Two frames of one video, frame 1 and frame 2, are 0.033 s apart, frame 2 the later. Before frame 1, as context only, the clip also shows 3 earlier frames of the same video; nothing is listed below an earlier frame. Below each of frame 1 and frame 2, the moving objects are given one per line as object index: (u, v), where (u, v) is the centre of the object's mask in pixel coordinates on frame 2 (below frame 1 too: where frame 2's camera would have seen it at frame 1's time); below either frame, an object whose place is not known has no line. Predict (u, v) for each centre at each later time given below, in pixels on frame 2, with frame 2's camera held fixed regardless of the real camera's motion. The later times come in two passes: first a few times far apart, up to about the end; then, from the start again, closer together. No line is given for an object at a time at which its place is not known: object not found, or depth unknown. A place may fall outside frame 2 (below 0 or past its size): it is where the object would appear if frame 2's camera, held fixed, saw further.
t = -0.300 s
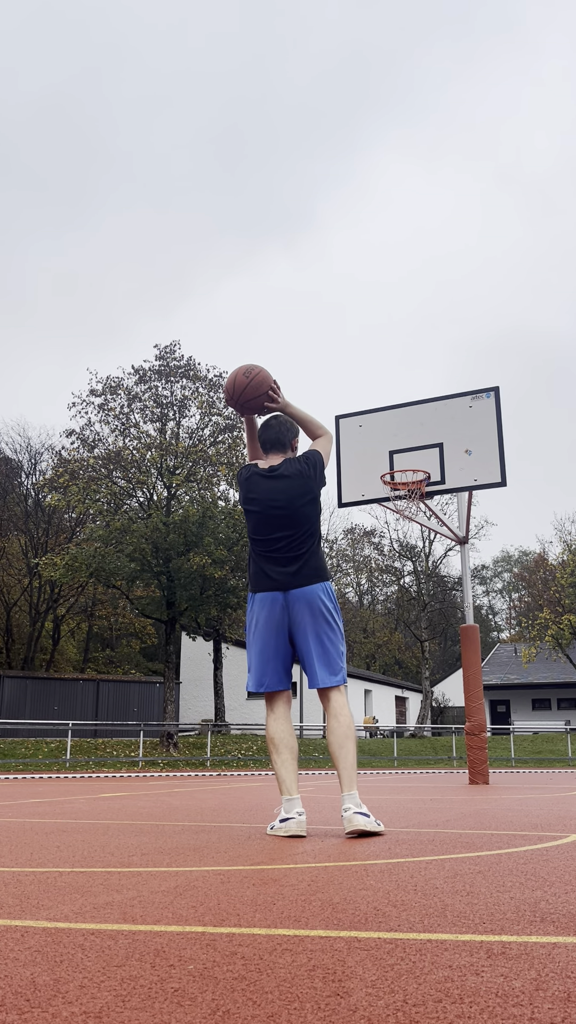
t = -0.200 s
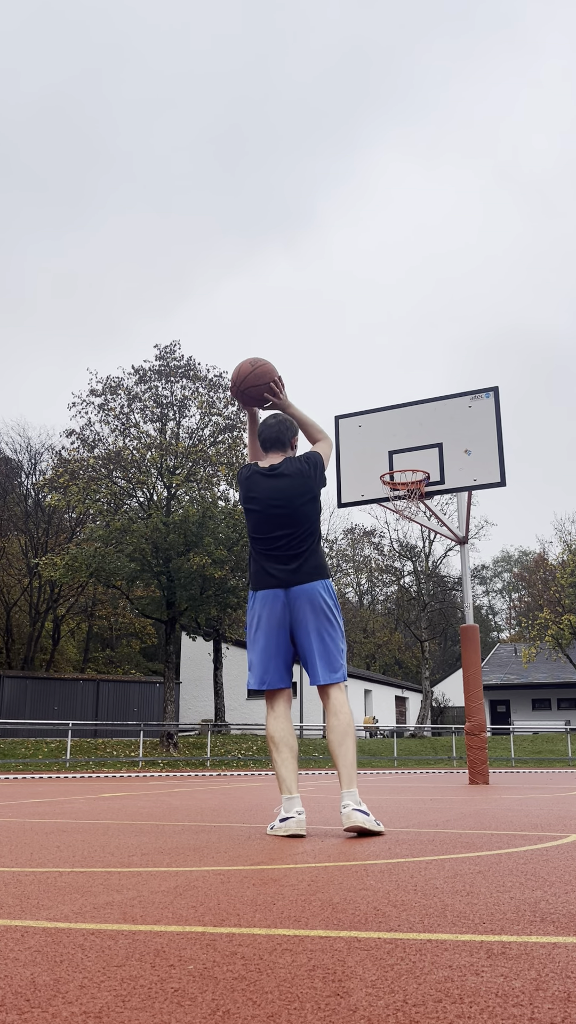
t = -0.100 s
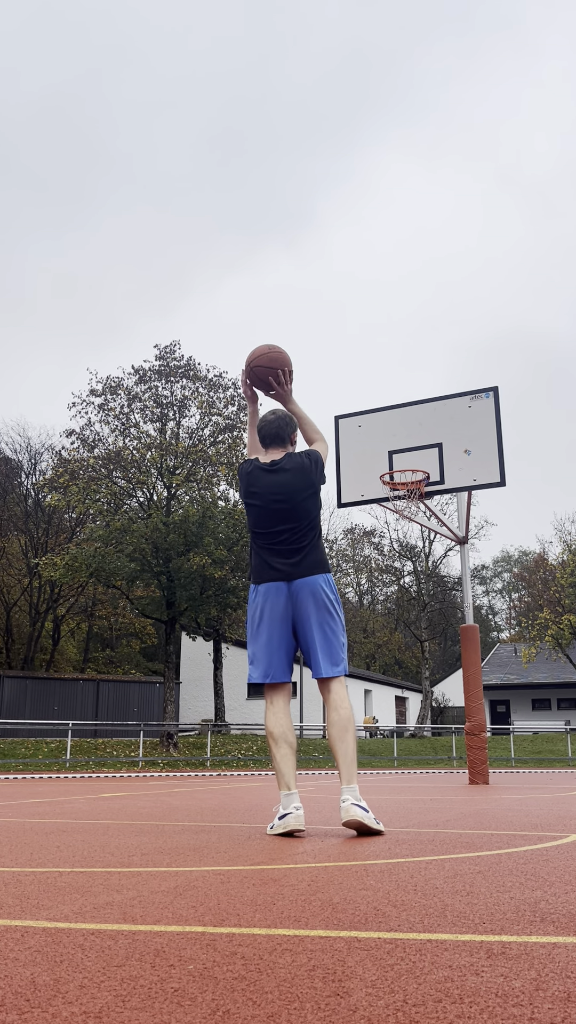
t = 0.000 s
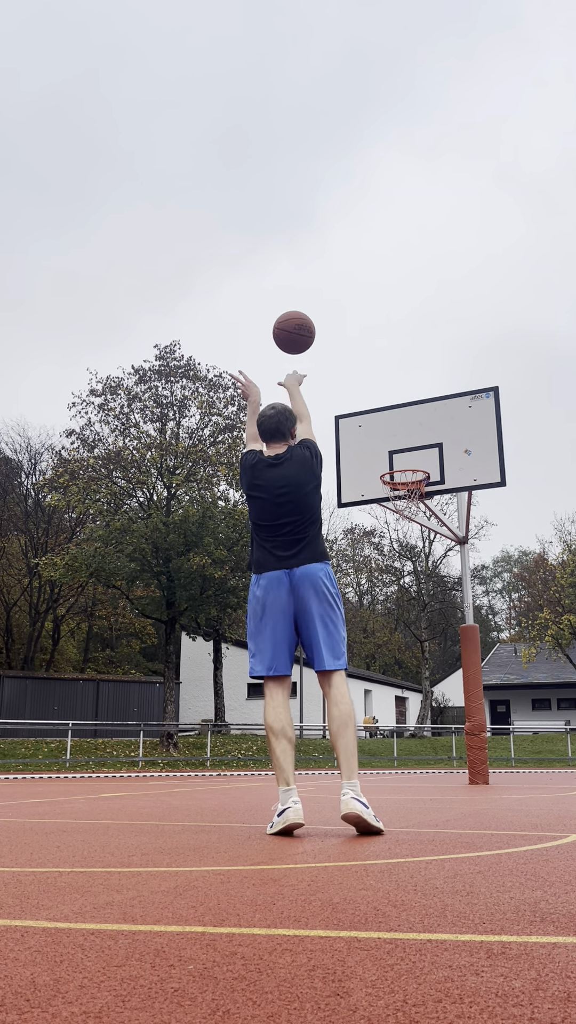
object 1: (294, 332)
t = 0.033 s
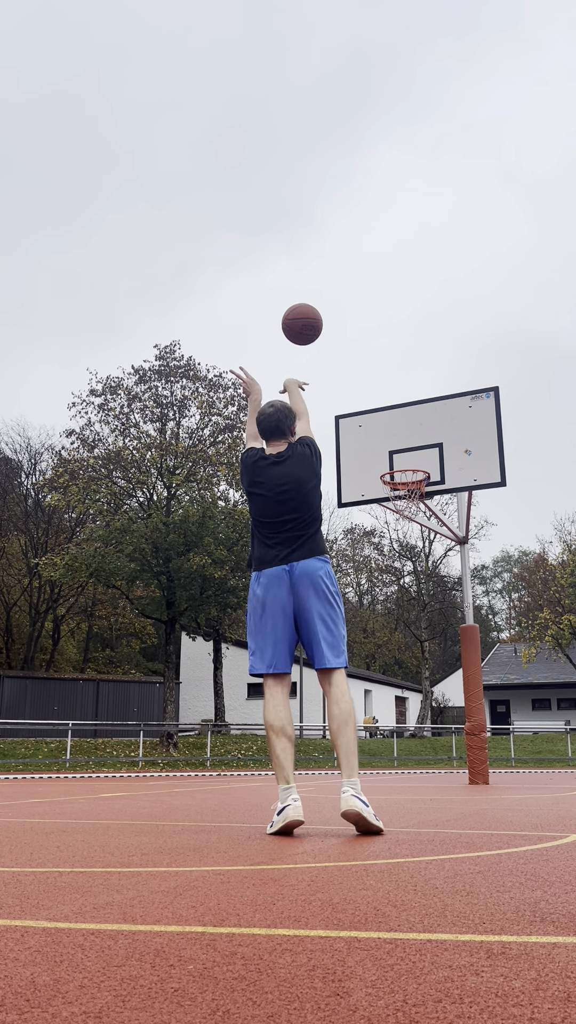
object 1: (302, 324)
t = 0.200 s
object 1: (335, 312)
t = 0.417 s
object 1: (366, 347)
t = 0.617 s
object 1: (387, 410)
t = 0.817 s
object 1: (404, 459)
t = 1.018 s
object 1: (406, 461)
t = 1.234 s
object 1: (406, 467)
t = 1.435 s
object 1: (401, 472)
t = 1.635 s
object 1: (410, 492)
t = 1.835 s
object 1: (422, 527)
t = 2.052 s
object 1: (435, 600)
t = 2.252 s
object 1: (449, 715)
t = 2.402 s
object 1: (455, 746)
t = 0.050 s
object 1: (306, 321)
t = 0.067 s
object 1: (310, 318)
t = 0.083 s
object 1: (313, 316)
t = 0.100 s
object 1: (317, 314)
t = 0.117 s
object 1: (320, 313)
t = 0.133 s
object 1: (323, 312)
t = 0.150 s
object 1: (326, 311)
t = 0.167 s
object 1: (329, 311)
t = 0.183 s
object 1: (332, 312)
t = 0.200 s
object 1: (335, 312)
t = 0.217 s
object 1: (338, 313)
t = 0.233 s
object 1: (341, 315)
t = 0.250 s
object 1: (343, 316)
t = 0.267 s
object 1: (346, 318)
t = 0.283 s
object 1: (348, 320)
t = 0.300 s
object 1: (351, 323)
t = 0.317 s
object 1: (353, 325)
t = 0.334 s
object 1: (355, 328)
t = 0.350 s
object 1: (357, 331)
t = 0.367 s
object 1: (360, 335)
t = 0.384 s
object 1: (362, 339)
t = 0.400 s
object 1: (364, 342)
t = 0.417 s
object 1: (366, 347)
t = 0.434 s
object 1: (368, 351)
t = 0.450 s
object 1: (370, 355)
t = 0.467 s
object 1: (372, 360)
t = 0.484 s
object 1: (374, 365)
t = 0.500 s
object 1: (375, 370)
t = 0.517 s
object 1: (377, 375)
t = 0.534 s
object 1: (379, 380)
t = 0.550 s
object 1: (381, 386)
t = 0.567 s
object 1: (382, 392)
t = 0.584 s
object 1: (384, 397)
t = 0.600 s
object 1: (386, 404)
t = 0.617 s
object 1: (387, 410)
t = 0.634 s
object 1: (389, 416)
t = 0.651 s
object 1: (391, 422)
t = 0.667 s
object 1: (393, 429)
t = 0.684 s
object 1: (394, 436)
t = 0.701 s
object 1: (396, 443)
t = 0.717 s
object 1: (397, 450)
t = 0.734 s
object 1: (399, 457)
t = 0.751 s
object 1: (400, 459)
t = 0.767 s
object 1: (401, 459)
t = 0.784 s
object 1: (402, 459)
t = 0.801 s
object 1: (403, 459)
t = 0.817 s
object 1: (404, 459)
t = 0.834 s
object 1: (405, 459)
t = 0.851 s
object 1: (407, 459)
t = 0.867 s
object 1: (408, 460)
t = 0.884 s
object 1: (409, 461)
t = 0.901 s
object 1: (410, 462)
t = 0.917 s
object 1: (411, 465)
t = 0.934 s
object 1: (412, 466)
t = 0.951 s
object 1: (411, 464)
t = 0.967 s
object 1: (409, 464)
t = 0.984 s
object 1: (408, 463)
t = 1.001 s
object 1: (407, 462)
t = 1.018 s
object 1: (406, 461)
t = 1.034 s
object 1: (404, 460)
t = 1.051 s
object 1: (403, 460)
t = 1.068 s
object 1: (401, 461)
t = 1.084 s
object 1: (400, 461)
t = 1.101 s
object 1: (399, 461)
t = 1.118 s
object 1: (398, 463)
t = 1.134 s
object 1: (397, 464)
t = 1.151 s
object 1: (396, 466)
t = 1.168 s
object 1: (398, 466)
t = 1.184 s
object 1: (400, 465)
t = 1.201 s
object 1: (402, 466)
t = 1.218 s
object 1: (403, 467)
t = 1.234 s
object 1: (406, 467)
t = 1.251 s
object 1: (408, 468)
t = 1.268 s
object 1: (410, 470)
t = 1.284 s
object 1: (412, 472)
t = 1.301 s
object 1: (414, 474)
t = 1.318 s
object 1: (414, 474)
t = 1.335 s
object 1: (412, 472)
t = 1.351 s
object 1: (410, 471)
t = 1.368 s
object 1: (408, 471)
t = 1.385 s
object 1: (407, 471)
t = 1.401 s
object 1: (405, 471)
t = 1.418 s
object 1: (403, 471)
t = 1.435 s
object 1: (401, 472)
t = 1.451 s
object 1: (400, 473)
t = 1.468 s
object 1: (398, 475)
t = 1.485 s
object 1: (396, 476)
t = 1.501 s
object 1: (395, 478)
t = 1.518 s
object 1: (396, 478)
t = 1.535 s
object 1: (398, 479)
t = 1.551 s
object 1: (400, 481)
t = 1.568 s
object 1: (402, 482)
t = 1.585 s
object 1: (404, 485)
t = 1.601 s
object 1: (405, 487)
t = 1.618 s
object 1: (407, 490)
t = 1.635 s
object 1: (410, 492)
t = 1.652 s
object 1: (411, 494)
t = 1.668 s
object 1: (413, 500)
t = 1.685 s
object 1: (414, 502)
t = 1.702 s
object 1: (416, 504)
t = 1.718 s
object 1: (416, 507)
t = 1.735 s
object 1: (417, 509)
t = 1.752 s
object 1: (418, 512)
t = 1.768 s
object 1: (419, 514)
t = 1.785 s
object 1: (420, 517)
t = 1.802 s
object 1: (421, 520)
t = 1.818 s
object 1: (421, 523)
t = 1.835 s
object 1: (422, 527)
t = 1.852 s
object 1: (423, 531)
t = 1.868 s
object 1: (424, 535)
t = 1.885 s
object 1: (425, 540)
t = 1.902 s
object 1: (426, 544)
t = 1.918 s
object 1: (427, 549)
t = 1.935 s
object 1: (428, 555)
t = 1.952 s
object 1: (429, 561)
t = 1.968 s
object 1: (430, 566)
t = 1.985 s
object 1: (431, 572)
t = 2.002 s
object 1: (432, 579)
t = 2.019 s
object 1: (433, 586)
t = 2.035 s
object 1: (434, 593)
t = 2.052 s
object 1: (435, 600)
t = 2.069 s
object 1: (436, 608)
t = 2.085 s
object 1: (438, 616)
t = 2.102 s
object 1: (439, 625)
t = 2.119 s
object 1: (440, 633)
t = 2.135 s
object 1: (441, 642)
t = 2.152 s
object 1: (442, 651)
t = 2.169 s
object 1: (443, 661)
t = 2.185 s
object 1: (444, 671)
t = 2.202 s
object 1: (446, 682)
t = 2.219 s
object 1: (447, 693)
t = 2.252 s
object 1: (449, 715)
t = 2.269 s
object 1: (451, 727)
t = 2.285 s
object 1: (452, 739)
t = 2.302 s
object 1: (453, 752)
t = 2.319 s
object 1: (455, 765)
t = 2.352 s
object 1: (456, 773)
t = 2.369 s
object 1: (456, 763)
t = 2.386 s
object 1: (455, 754)
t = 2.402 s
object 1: (455, 746)
